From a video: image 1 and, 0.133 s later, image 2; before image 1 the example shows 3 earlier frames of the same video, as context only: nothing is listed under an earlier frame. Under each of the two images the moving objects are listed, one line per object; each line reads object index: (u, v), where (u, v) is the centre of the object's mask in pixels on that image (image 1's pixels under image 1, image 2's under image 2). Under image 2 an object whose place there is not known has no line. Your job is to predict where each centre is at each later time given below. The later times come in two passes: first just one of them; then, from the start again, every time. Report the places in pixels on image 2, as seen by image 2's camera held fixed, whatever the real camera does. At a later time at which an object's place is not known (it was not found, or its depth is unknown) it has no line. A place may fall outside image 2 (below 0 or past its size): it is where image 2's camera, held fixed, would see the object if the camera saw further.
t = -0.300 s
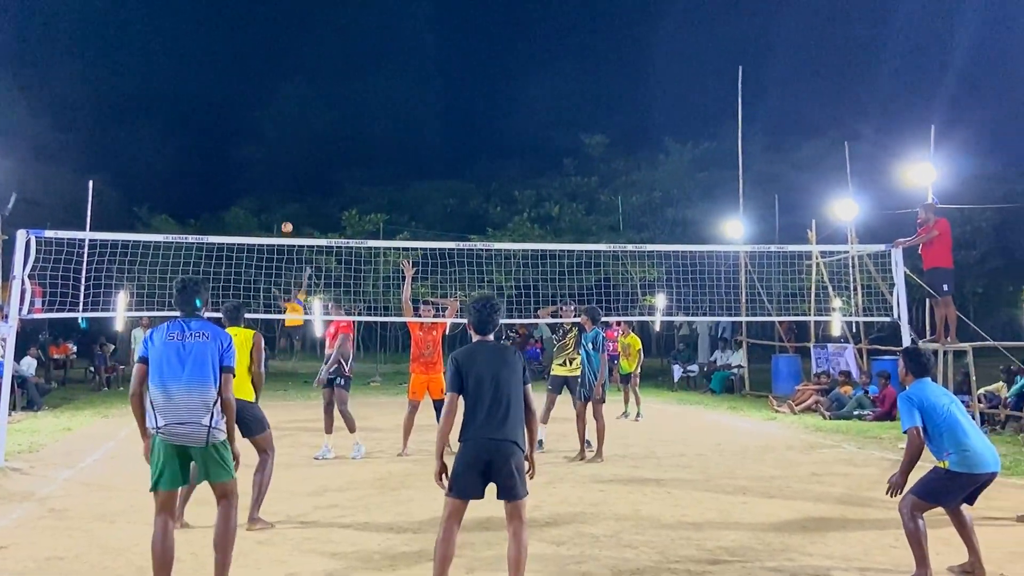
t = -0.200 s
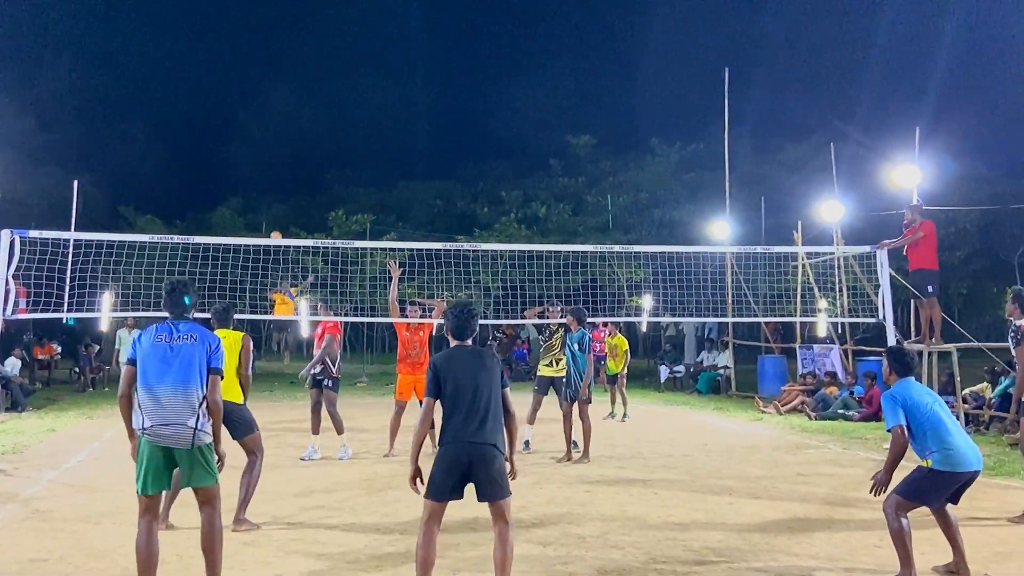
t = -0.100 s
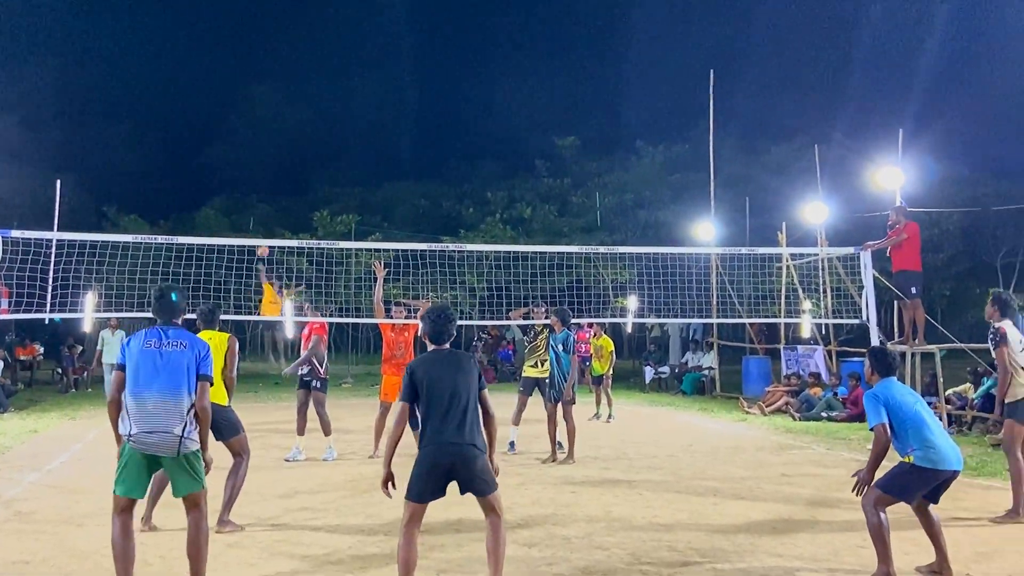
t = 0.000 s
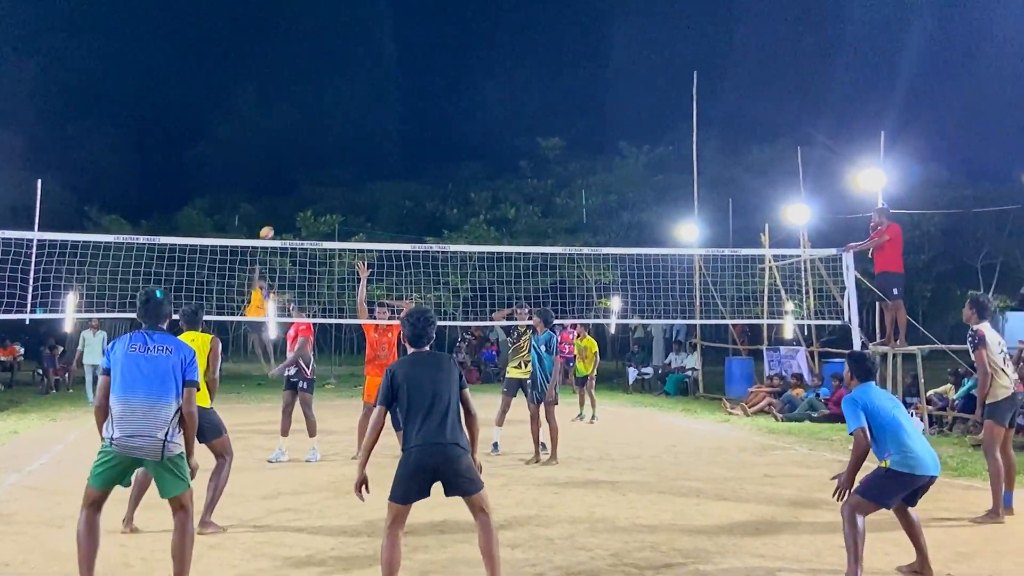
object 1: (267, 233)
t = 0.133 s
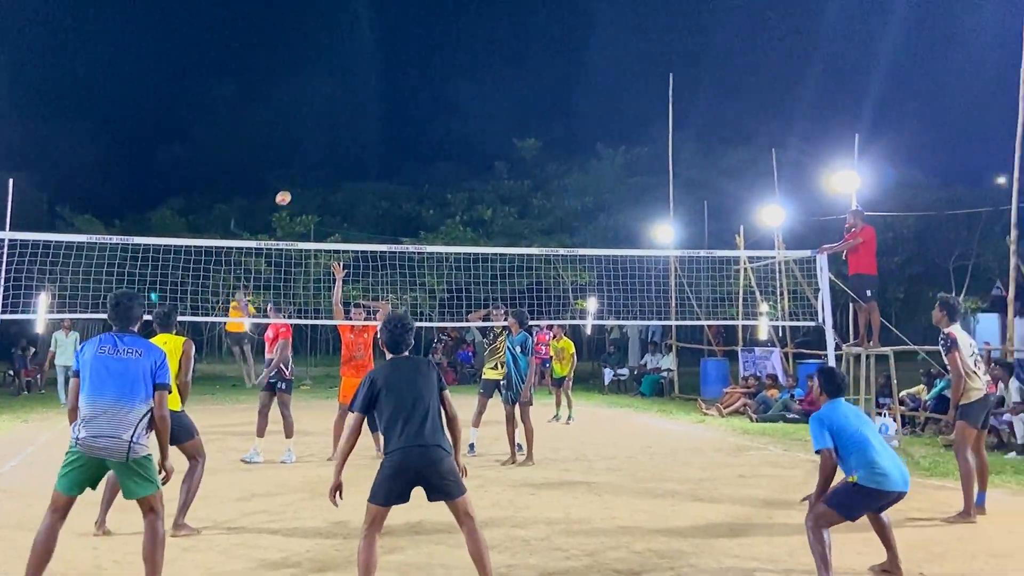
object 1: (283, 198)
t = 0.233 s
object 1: (323, 177)
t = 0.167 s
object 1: (297, 190)
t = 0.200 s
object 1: (310, 183)
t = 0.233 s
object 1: (323, 177)
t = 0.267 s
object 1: (337, 172)
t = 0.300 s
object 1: (351, 167)
